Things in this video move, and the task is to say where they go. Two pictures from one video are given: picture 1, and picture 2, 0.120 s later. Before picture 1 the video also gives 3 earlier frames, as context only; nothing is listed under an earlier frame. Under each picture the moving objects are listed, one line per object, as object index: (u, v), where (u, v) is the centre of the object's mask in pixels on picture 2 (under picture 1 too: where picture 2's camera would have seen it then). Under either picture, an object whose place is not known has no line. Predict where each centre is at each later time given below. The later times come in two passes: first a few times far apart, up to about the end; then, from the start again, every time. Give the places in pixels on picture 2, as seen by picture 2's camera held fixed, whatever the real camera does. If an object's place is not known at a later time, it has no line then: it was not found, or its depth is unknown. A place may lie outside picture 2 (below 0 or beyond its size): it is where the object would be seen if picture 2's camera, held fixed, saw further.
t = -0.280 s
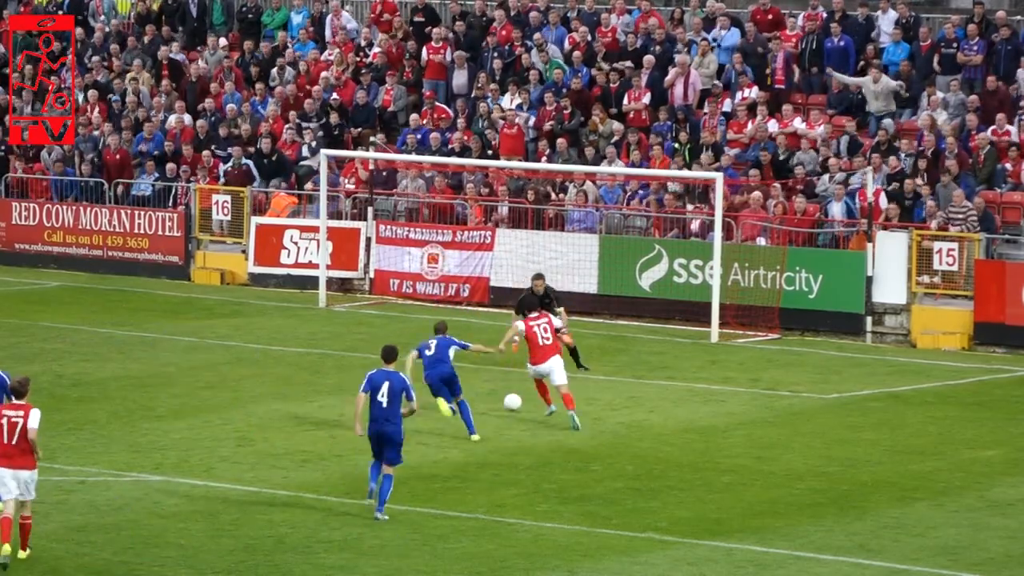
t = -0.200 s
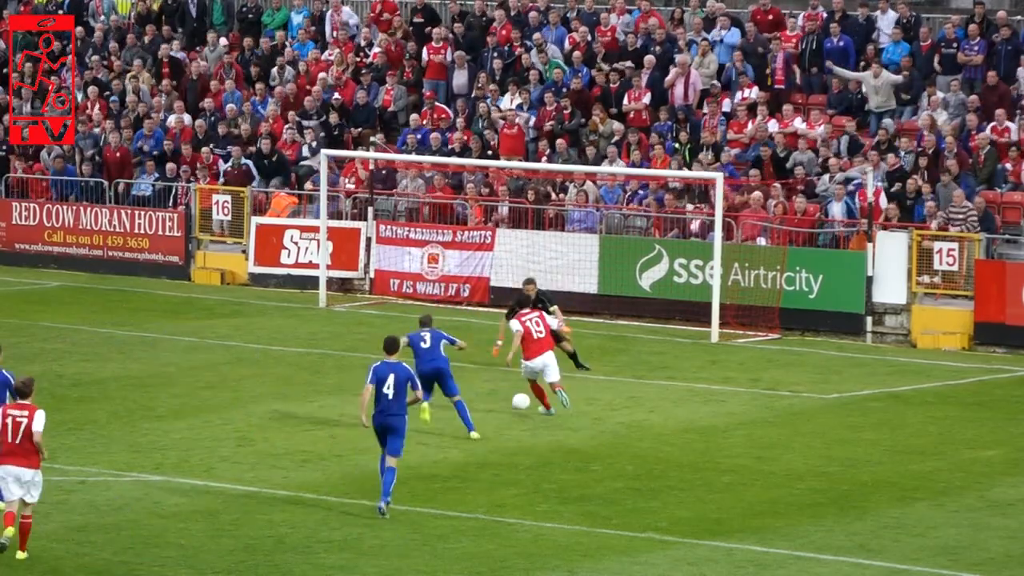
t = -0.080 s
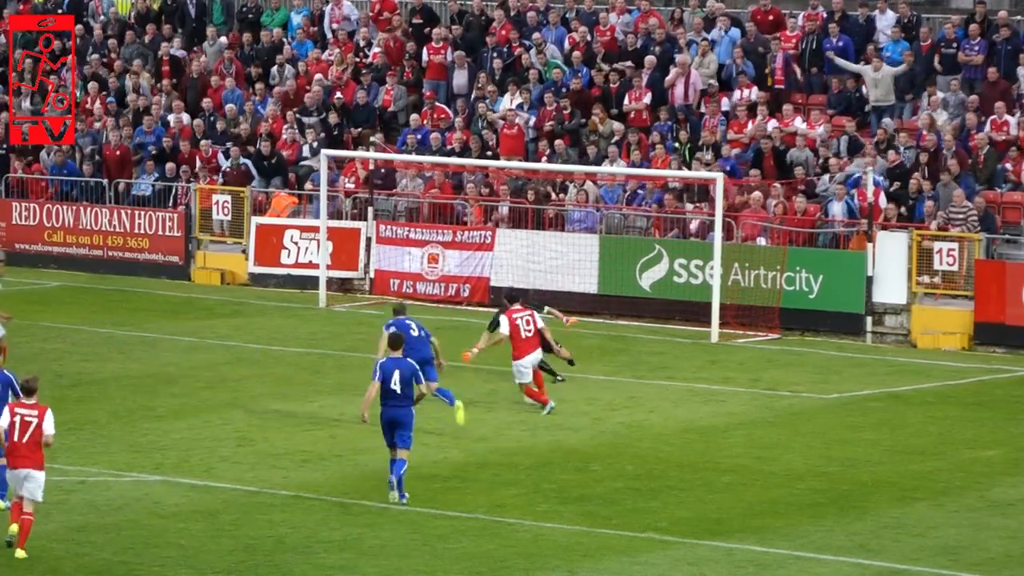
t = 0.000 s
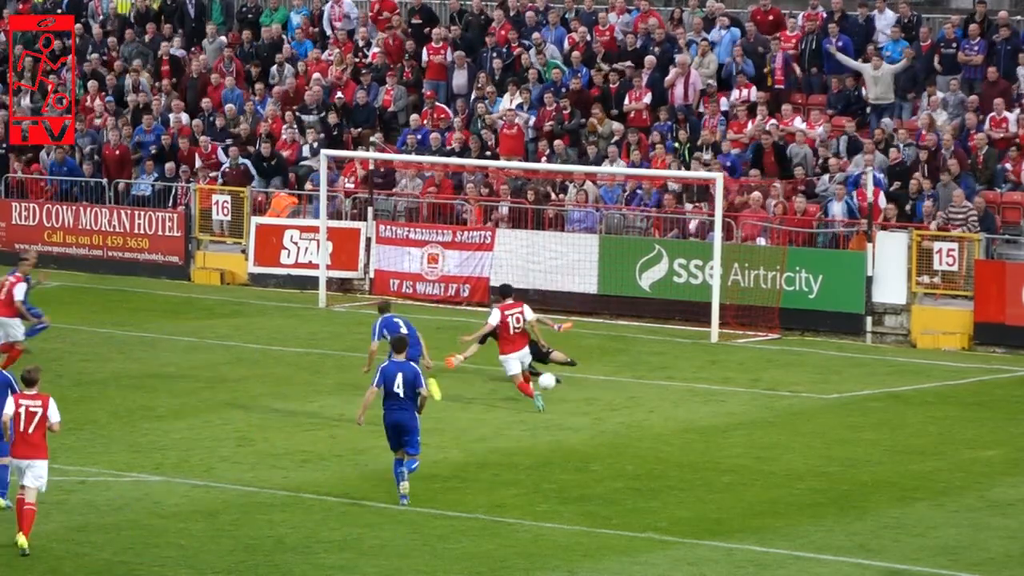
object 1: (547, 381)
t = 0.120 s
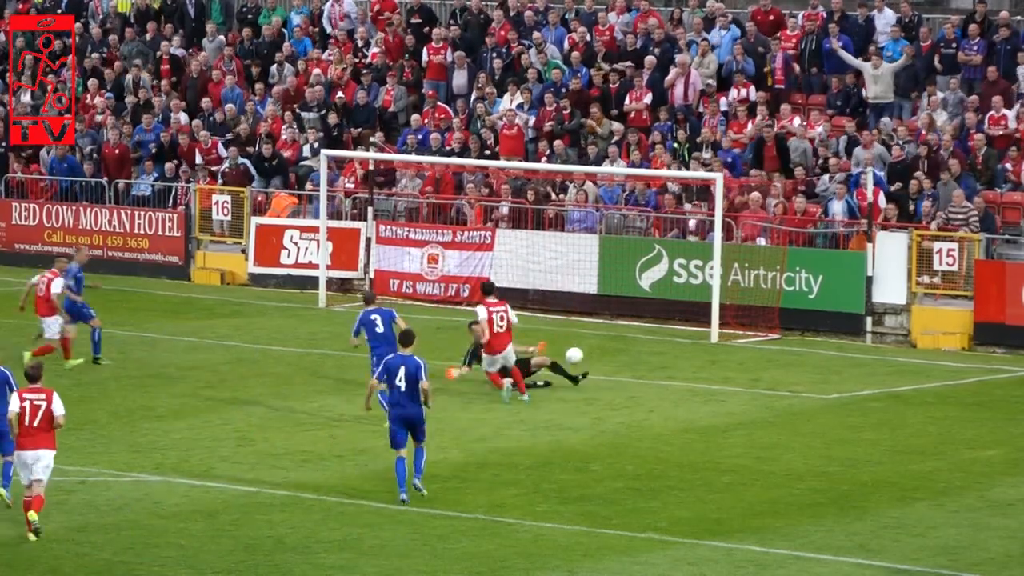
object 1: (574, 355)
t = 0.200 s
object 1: (591, 345)
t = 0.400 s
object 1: (633, 340)
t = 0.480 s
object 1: (649, 347)
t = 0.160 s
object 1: (583, 349)
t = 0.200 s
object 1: (591, 345)
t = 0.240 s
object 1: (600, 341)
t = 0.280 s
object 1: (609, 339)
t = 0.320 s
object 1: (617, 338)
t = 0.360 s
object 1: (625, 339)
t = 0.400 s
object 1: (633, 340)
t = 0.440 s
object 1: (641, 343)
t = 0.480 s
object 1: (649, 347)
